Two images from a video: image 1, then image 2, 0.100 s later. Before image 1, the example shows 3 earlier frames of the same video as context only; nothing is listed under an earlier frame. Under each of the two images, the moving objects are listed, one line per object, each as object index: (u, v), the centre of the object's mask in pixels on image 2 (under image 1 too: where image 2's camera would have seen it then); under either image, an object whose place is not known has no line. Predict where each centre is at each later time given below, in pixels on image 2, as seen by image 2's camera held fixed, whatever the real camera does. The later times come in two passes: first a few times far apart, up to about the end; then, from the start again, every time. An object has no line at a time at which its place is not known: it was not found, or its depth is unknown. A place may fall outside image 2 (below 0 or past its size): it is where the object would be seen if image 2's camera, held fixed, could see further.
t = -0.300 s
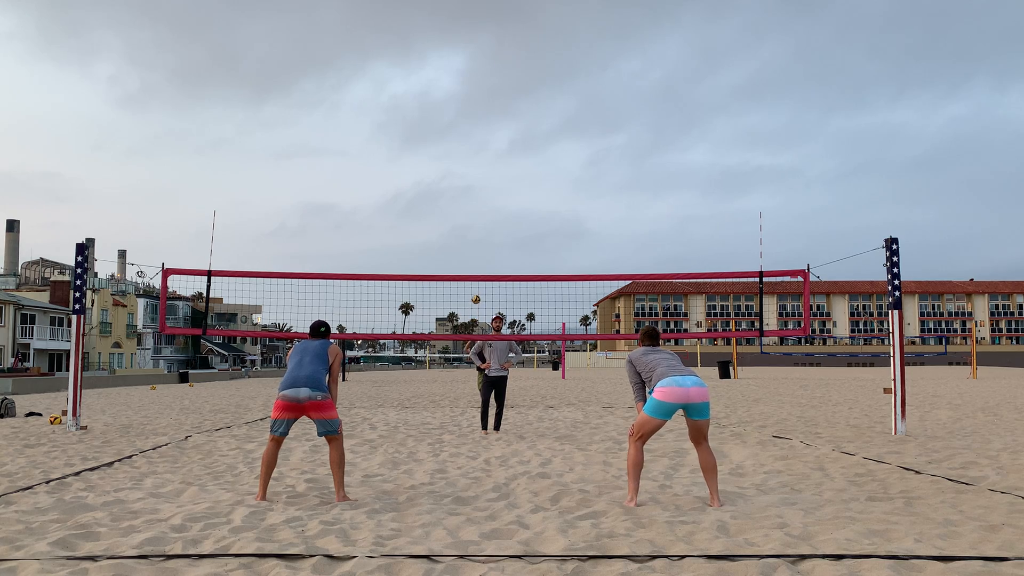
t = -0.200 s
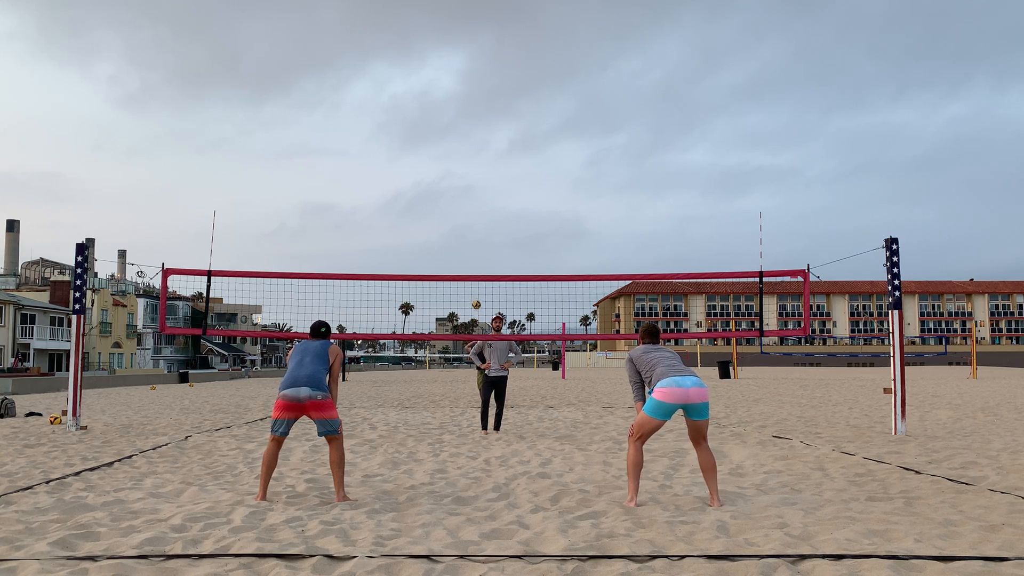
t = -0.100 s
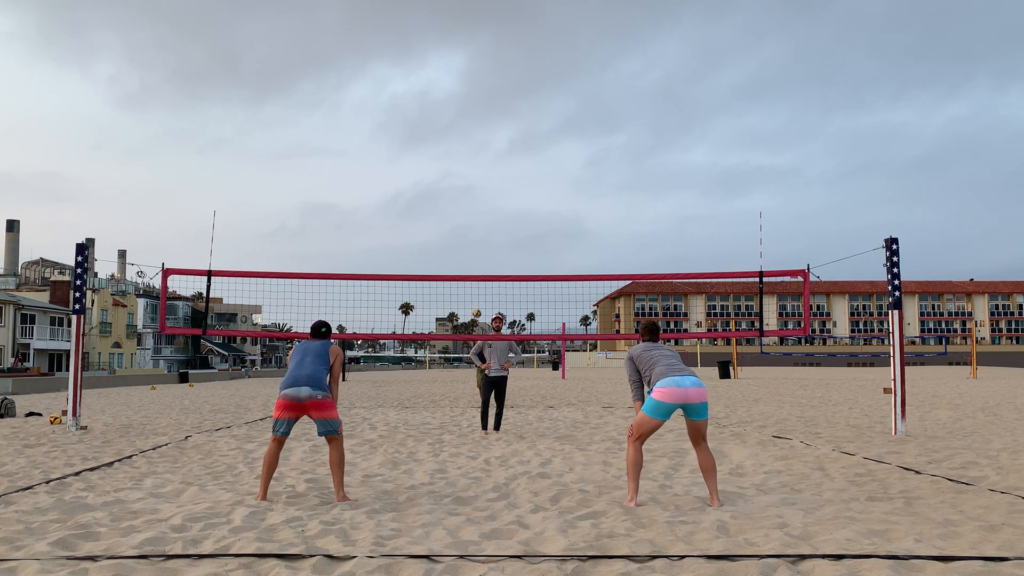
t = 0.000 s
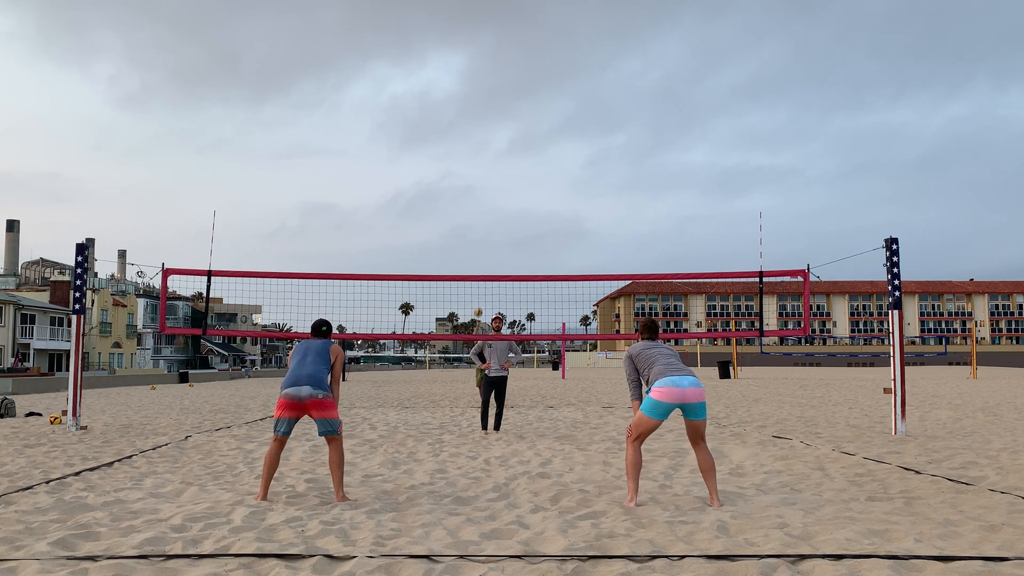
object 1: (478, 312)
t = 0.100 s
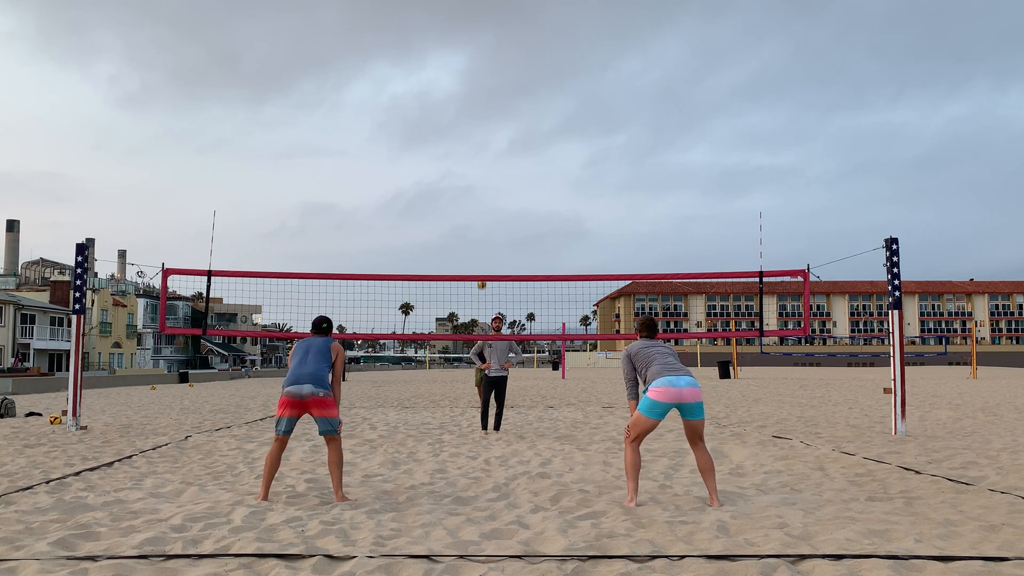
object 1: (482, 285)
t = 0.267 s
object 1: (487, 244)
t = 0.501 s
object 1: (496, 205)
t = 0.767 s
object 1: (508, 190)
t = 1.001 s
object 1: (522, 205)
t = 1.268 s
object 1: (536, 267)
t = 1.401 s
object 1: (543, 323)
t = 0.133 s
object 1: (483, 273)
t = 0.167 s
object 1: (484, 267)
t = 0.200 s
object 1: (485, 259)
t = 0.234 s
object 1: (486, 251)
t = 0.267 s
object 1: (487, 244)
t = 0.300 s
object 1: (489, 237)
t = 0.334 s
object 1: (490, 231)
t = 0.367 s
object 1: (491, 225)
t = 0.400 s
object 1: (492, 219)
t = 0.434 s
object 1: (493, 214)
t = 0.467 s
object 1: (495, 209)
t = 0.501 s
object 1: (496, 205)
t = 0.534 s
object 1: (497, 201)
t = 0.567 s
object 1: (499, 198)
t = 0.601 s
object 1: (500, 195)
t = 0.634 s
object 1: (501, 193)
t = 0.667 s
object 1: (503, 191)
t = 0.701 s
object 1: (505, 190)
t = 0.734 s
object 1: (507, 190)
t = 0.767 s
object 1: (508, 190)
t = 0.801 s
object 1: (510, 190)
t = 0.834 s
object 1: (512, 191)
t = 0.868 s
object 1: (514, 193)
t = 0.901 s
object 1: (516, 195)
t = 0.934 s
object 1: (518, 198)
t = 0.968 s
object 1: (520, 201)
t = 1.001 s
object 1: (522, 205)
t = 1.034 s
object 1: (524, 210)
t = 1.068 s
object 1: (526, 216)
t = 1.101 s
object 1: (528, 222)
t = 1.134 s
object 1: (529, 229)
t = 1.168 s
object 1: (531, 238)
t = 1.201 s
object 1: (533, 247)
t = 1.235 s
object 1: (535, 257)
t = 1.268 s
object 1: (536, 267)
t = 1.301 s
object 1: (538, 280)
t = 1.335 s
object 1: (540, 294)
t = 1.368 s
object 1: (541, 308)
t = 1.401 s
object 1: (543, 323)
